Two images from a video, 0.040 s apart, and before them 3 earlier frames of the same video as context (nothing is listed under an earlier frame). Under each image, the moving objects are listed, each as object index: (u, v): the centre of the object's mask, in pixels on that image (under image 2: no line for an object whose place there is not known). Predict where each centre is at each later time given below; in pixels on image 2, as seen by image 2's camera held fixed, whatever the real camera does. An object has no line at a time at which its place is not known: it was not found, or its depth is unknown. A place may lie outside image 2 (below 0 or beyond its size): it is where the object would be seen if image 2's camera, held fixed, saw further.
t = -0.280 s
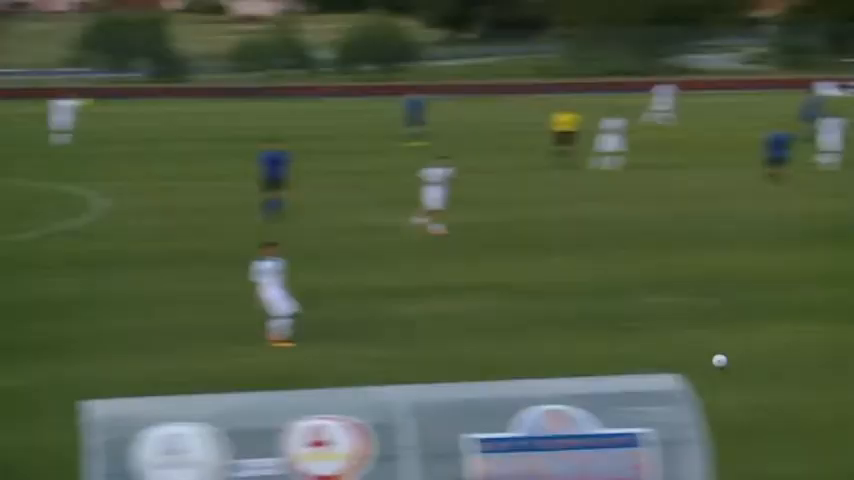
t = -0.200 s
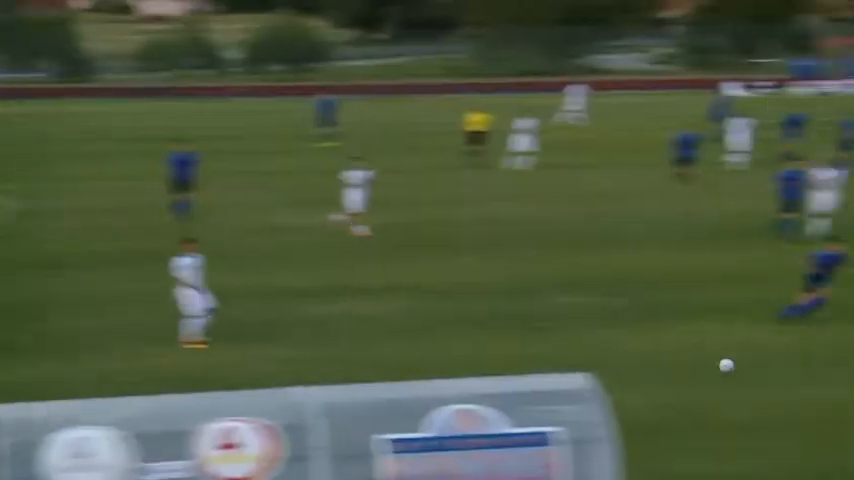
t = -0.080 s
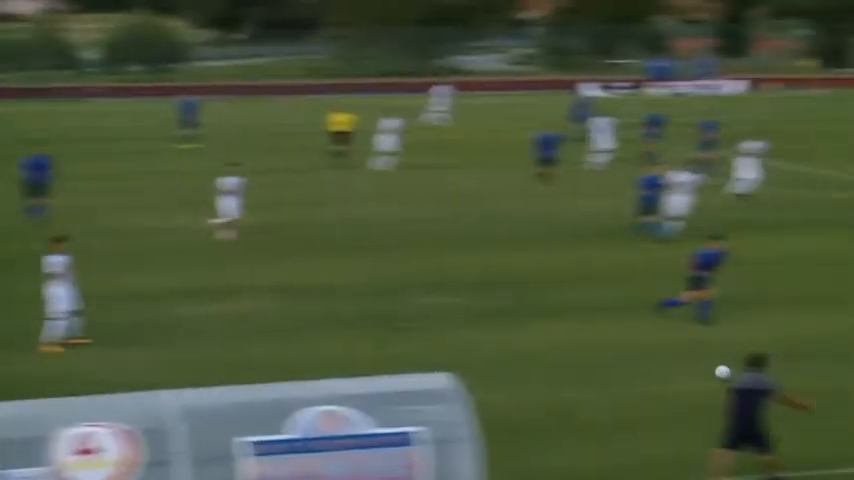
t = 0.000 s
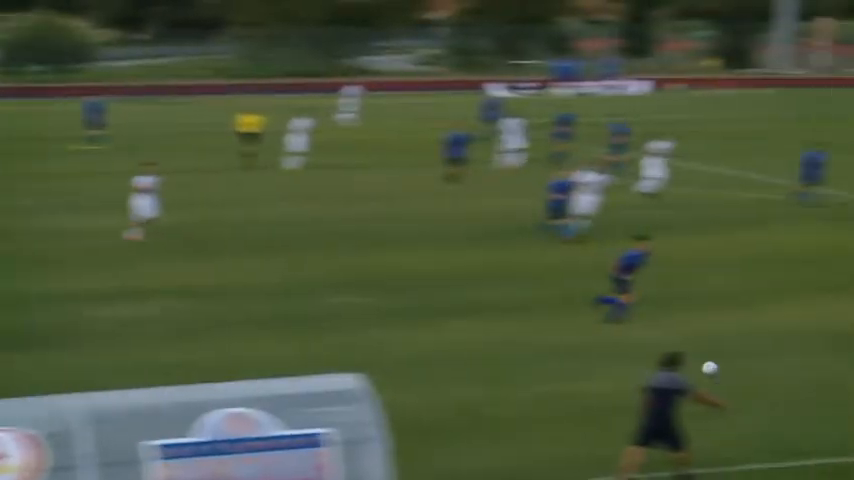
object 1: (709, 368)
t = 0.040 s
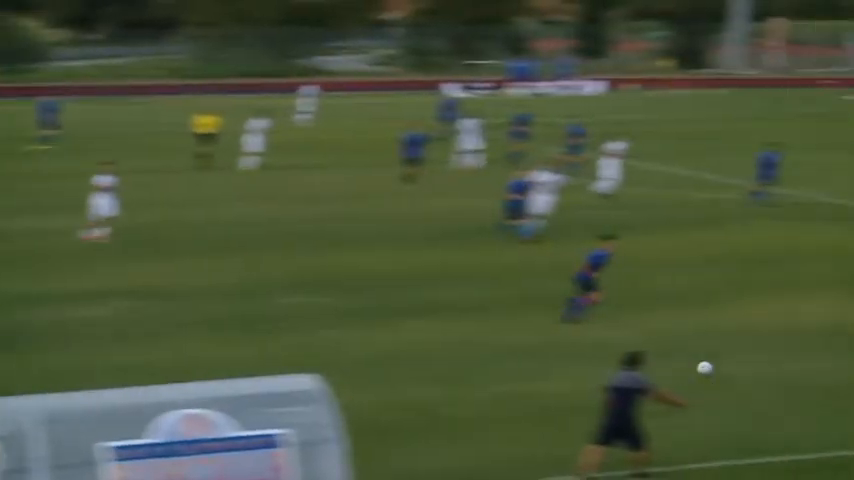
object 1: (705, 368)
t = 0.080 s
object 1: (743, 370)
